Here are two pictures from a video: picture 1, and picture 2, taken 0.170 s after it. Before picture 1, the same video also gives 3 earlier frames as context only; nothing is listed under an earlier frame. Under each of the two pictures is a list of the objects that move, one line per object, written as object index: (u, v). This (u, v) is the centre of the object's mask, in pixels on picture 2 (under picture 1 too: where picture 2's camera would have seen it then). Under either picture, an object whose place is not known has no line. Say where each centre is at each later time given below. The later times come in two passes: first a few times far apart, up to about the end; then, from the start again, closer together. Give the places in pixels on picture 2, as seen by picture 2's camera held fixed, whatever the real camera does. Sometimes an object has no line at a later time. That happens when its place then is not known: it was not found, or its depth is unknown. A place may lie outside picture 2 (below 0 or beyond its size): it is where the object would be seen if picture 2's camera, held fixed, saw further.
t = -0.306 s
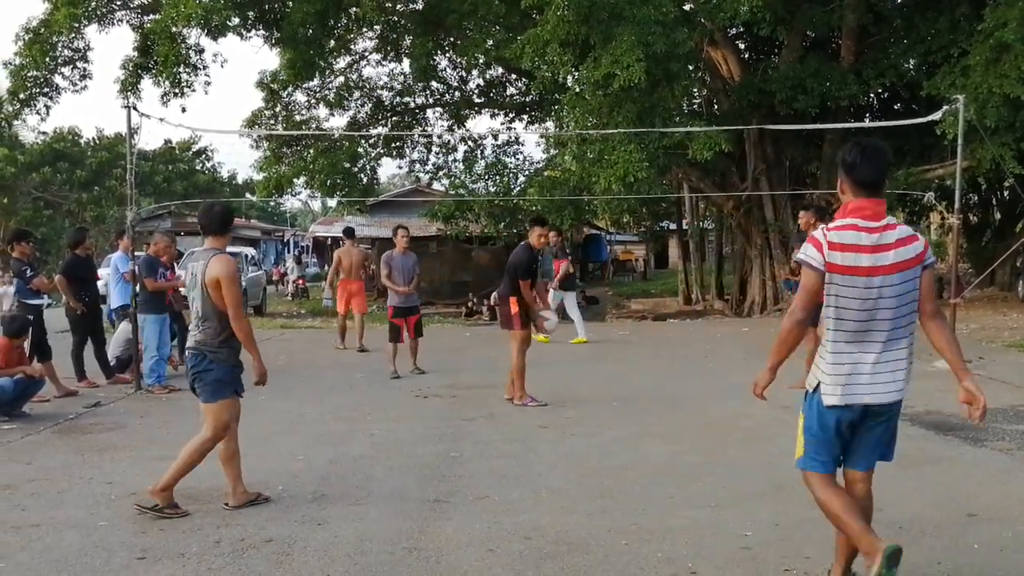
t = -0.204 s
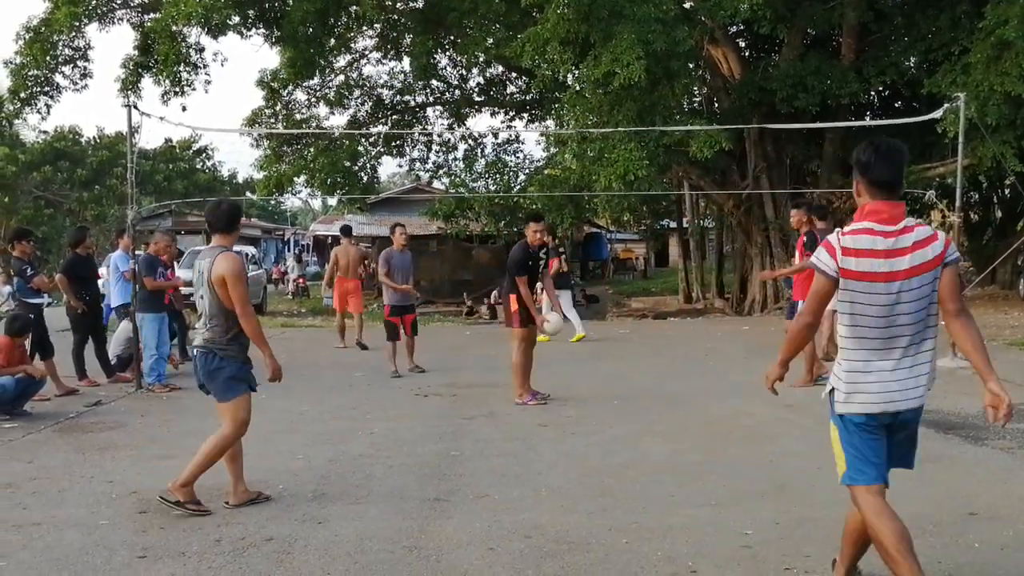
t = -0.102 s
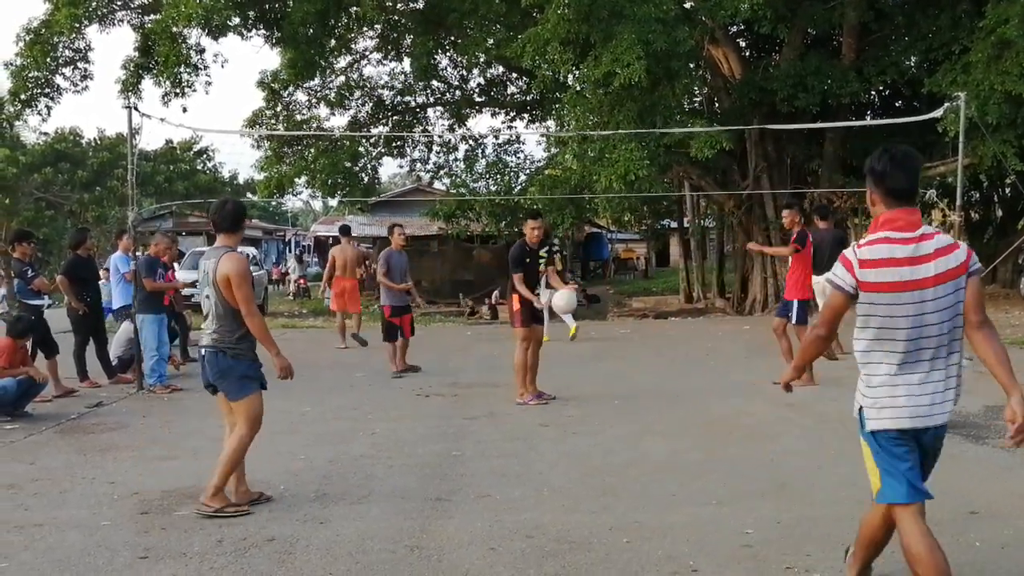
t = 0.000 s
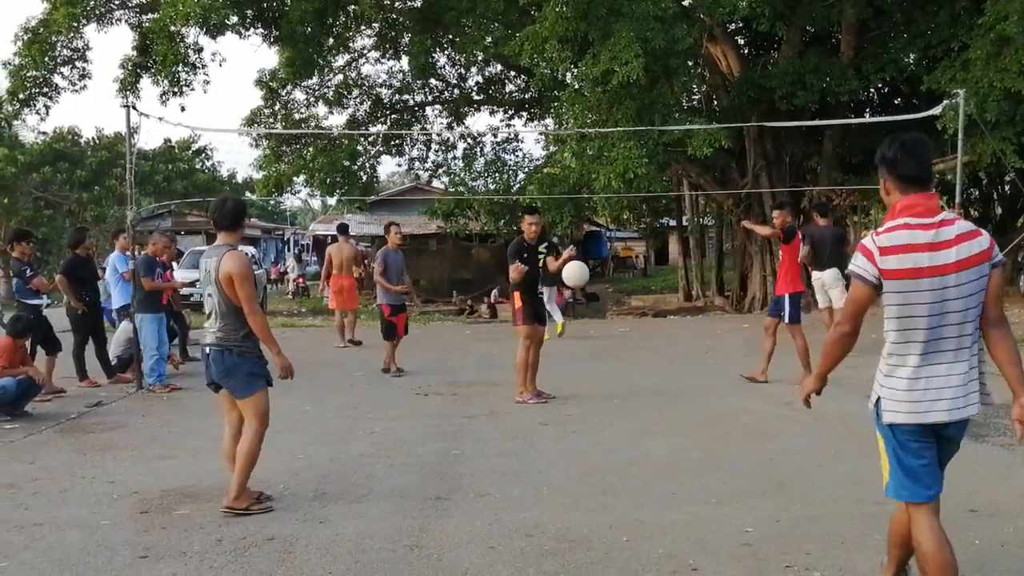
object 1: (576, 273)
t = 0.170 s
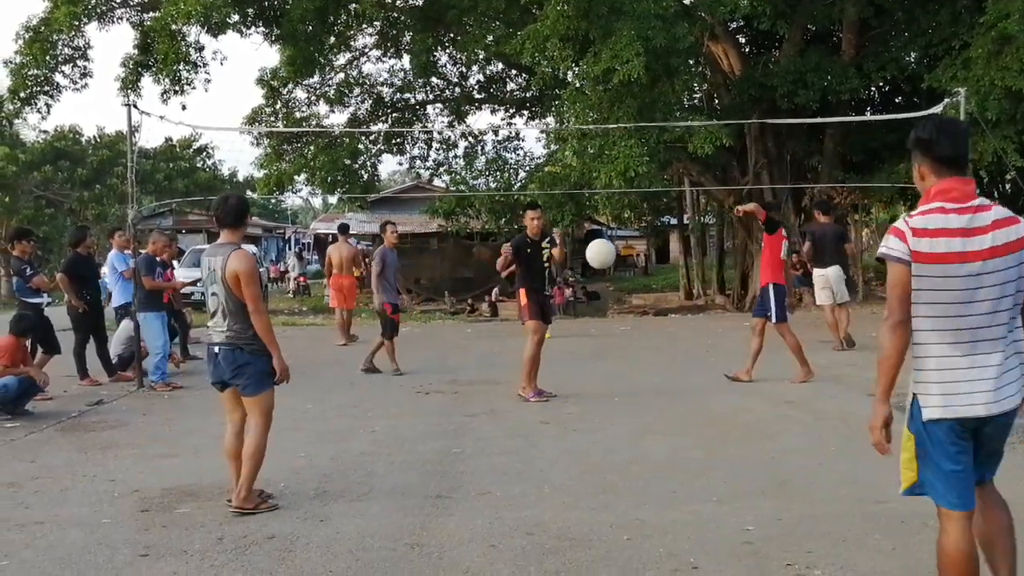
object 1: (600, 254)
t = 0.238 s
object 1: (612, 257)
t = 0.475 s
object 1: (658, 335)
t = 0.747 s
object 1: (720, 433)
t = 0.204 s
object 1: (606, 255)
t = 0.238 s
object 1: (612, 257)
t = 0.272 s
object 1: (618, 261)
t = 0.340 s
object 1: (630, 276)
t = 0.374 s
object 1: (637, 287)
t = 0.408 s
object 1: (644, 300)
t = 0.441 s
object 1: (651, 316)
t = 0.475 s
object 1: (658, 335)
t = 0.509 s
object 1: (666, 356)
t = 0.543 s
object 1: (674, 381)
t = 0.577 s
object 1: (684, 410)
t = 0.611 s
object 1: (693, 443)
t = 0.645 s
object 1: (702, 479)
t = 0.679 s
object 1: (709, 481)
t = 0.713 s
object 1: (714, 456)
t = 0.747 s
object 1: (720, 433)
